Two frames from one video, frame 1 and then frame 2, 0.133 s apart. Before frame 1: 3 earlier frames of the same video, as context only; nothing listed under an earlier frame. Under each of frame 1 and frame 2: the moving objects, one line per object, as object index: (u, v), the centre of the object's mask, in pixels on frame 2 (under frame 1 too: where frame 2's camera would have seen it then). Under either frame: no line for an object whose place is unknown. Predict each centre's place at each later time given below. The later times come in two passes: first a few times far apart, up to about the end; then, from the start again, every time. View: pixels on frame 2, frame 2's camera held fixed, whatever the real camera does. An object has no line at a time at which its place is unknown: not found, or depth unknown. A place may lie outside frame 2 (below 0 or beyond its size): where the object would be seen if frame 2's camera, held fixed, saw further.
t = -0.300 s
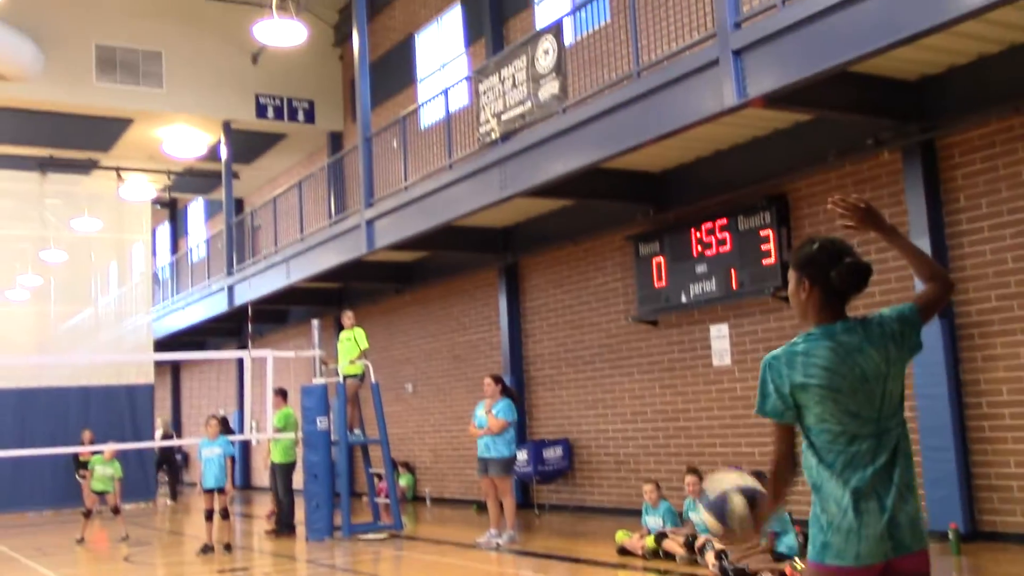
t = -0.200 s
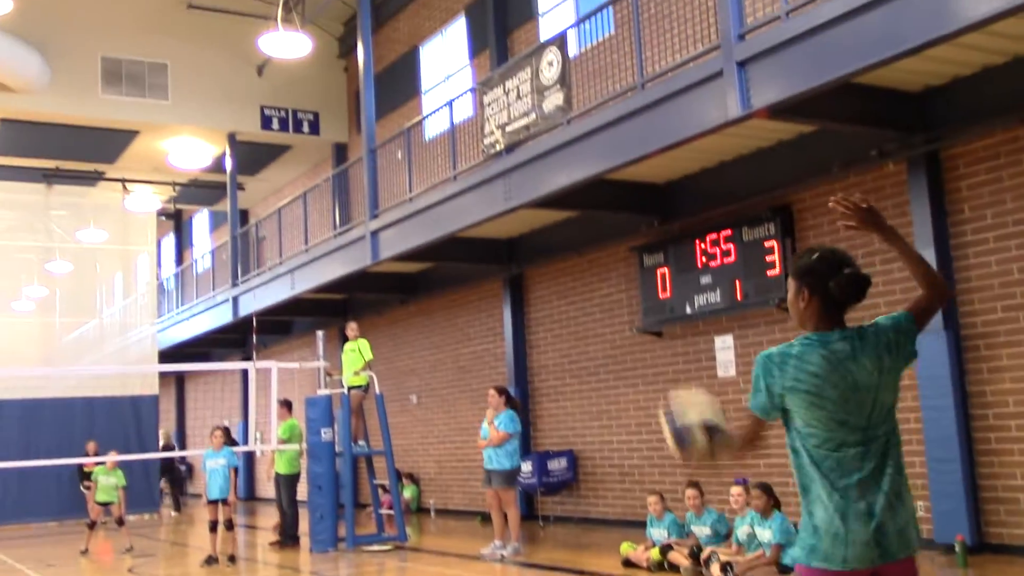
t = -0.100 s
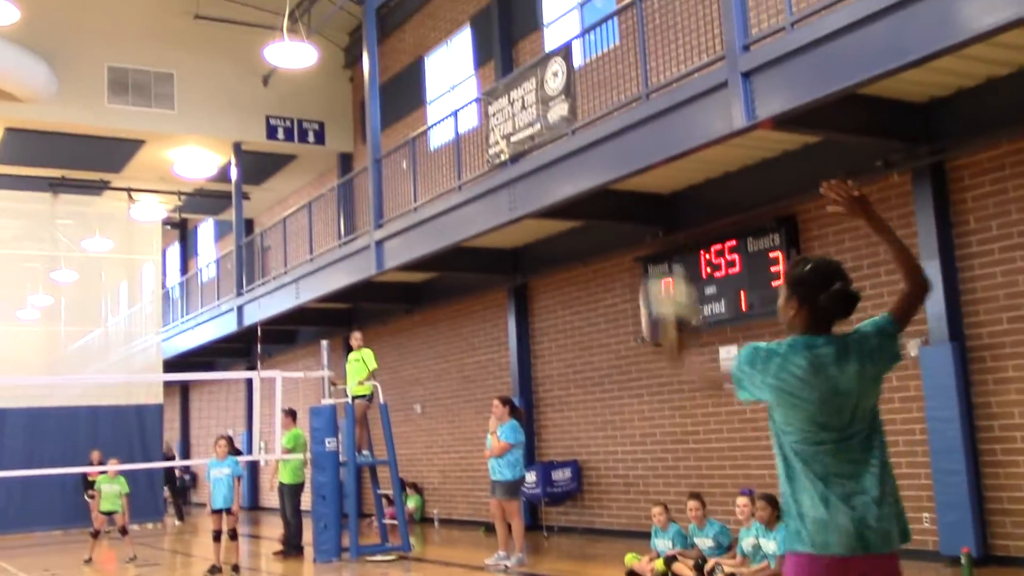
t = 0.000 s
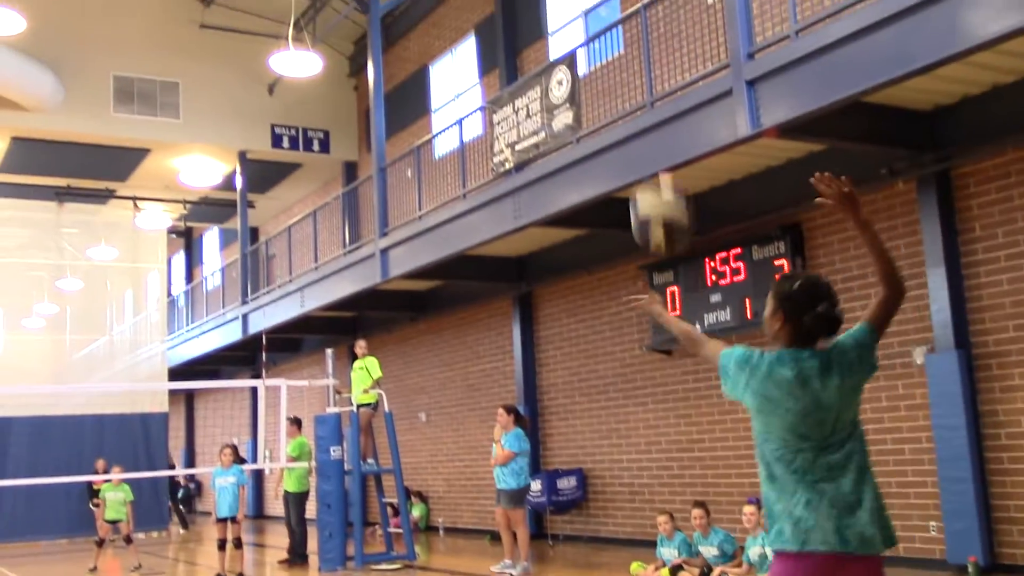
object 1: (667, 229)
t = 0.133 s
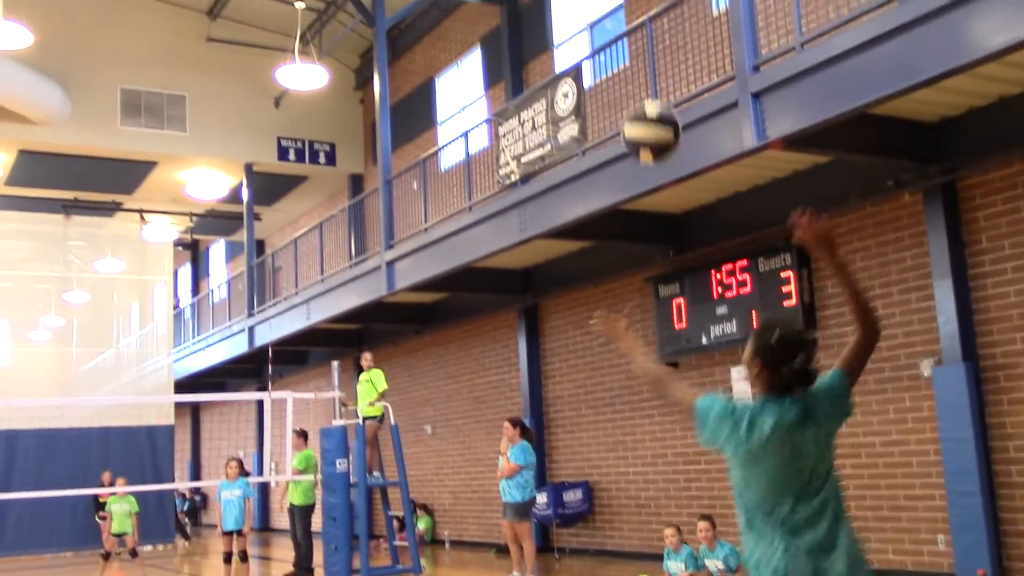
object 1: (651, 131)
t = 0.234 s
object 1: (641, 96)
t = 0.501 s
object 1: (627, 128)
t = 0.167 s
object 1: (647, 117)
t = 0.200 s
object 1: (644, 104)
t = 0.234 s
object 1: (641, 96)
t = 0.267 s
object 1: (639, 91)
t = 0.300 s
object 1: (636, 87)
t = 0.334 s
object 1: (634, 86)
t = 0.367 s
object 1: (632, 89)
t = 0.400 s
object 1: (630, 94)
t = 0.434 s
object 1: (629, 102)
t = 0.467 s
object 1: (628, 114)
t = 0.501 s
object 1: (627, 128)
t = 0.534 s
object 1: (627, 143)
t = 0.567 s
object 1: (626, 163)
